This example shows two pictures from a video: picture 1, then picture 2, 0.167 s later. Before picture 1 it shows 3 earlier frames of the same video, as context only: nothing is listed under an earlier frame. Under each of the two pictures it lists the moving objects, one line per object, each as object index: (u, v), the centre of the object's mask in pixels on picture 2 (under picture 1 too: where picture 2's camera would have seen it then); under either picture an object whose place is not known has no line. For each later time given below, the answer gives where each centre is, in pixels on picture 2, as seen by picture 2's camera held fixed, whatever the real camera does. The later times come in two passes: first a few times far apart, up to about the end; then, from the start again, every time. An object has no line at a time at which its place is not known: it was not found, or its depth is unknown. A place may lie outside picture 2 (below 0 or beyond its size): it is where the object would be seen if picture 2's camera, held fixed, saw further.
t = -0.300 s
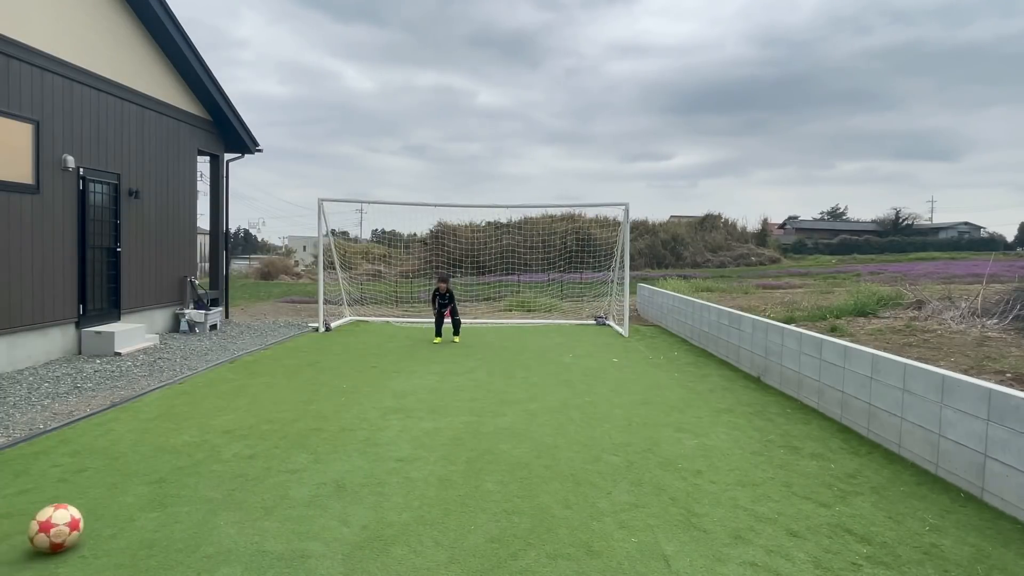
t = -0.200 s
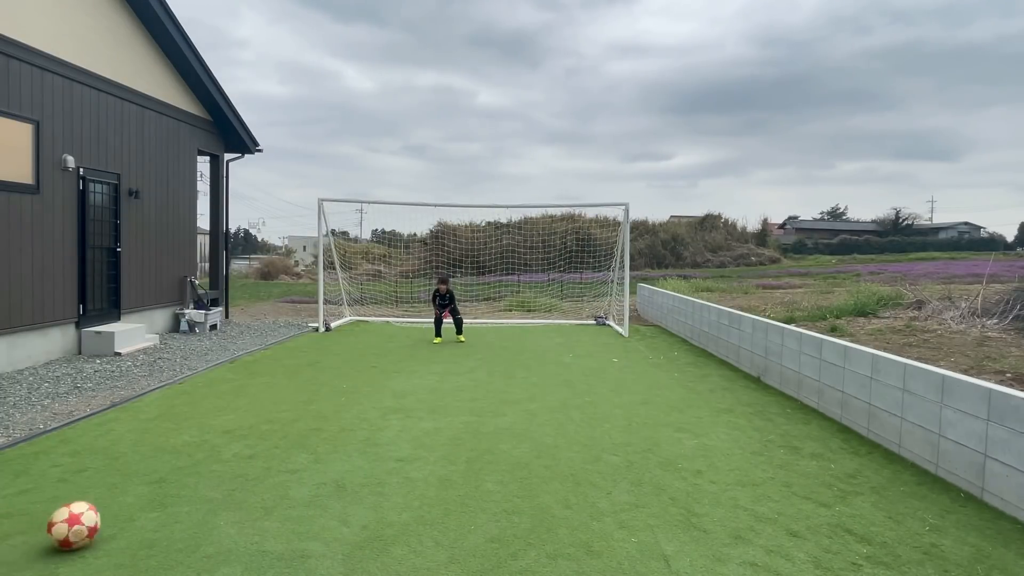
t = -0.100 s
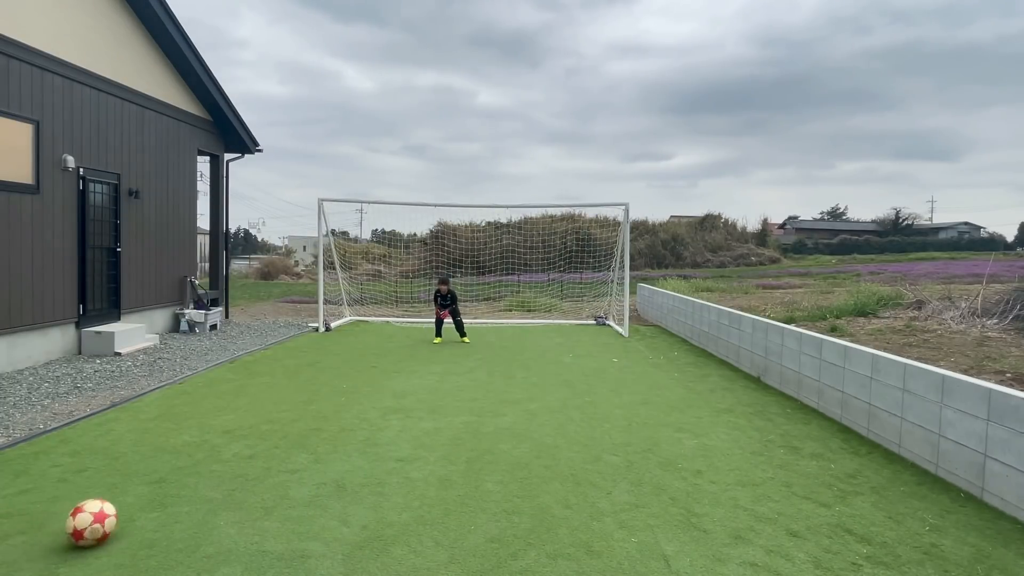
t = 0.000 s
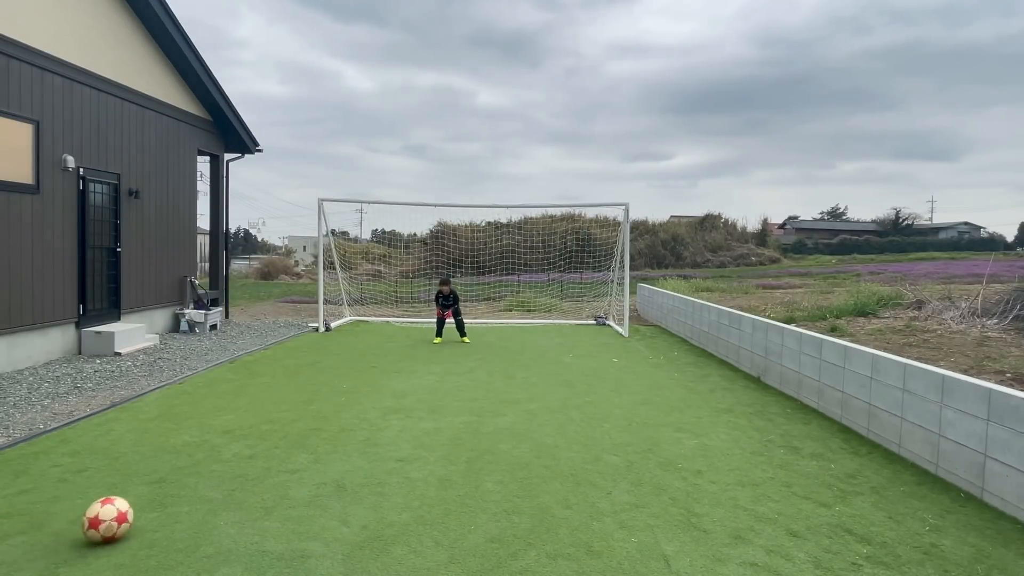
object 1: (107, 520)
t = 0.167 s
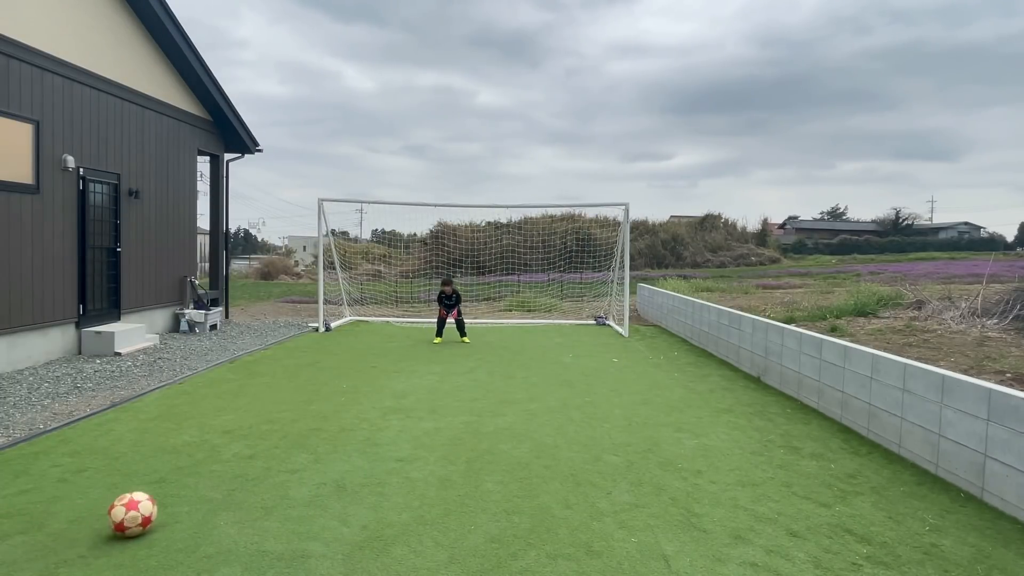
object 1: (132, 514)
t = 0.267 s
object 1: (145, 510)
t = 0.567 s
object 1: (173, 502)
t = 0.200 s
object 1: (137, 512)
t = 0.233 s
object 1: (141, 512)
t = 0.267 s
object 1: (145, 510)
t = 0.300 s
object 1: (149, 509)
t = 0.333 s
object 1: (152, 508)
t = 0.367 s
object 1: (155, 507)
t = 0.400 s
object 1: (158, 507)
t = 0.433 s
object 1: (161, 506)
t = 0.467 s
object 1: (164, 505)
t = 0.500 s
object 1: (167, 504)
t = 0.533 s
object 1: (170, 503)
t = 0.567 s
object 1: (173, 502)
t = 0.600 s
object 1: (175, 502)
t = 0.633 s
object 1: (177, 501)
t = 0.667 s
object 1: (179, 500)
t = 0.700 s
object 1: (181, 500)
